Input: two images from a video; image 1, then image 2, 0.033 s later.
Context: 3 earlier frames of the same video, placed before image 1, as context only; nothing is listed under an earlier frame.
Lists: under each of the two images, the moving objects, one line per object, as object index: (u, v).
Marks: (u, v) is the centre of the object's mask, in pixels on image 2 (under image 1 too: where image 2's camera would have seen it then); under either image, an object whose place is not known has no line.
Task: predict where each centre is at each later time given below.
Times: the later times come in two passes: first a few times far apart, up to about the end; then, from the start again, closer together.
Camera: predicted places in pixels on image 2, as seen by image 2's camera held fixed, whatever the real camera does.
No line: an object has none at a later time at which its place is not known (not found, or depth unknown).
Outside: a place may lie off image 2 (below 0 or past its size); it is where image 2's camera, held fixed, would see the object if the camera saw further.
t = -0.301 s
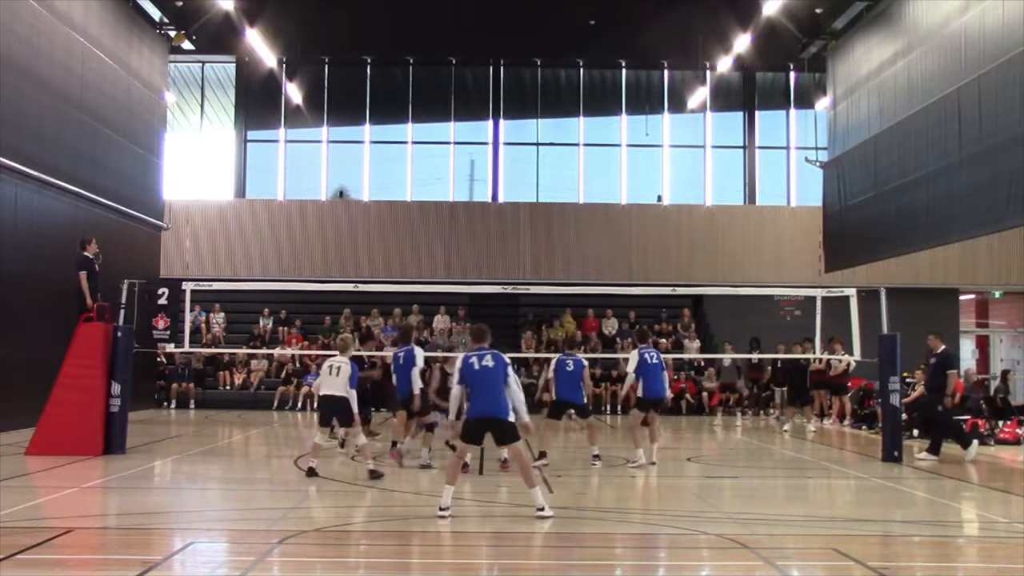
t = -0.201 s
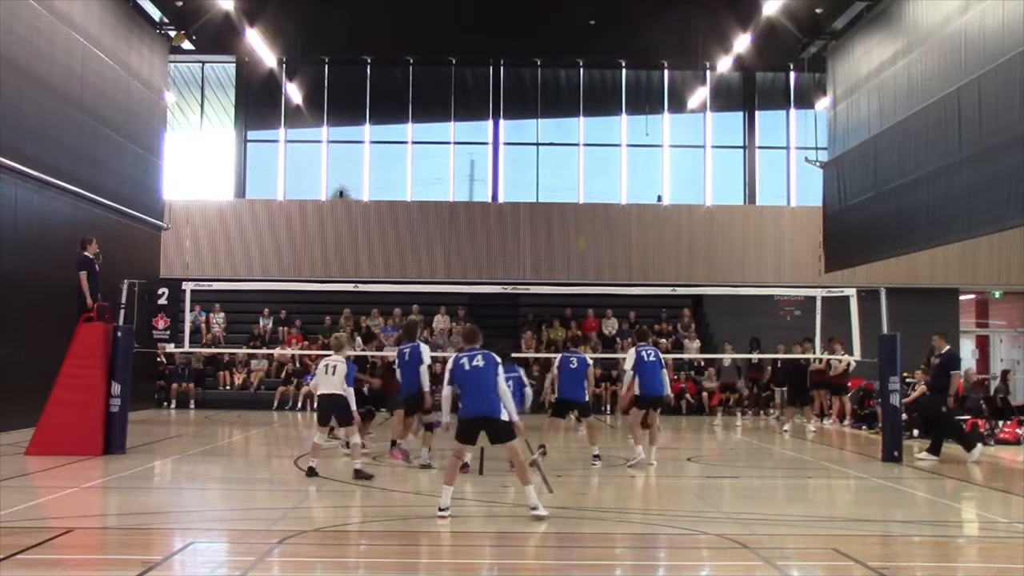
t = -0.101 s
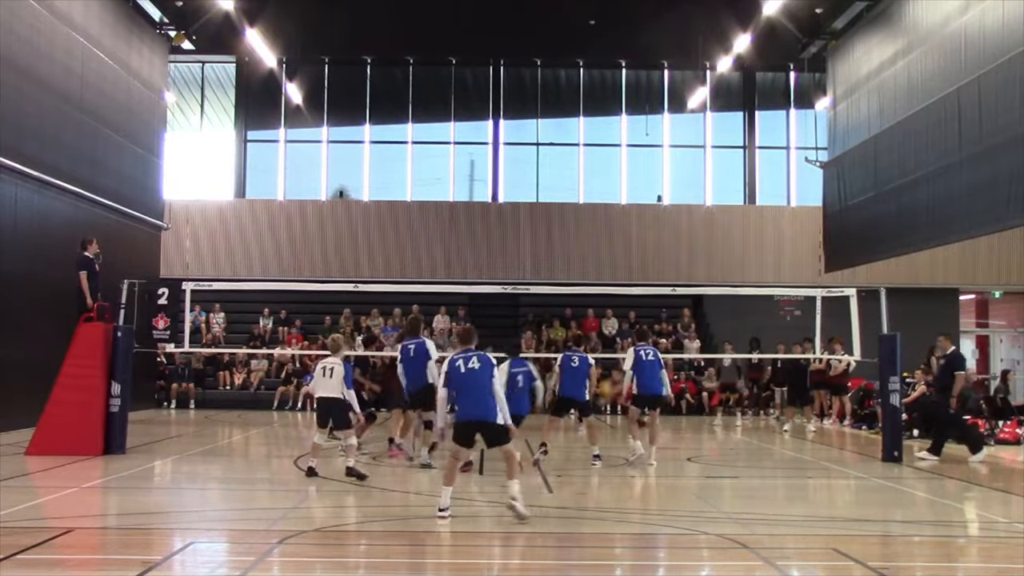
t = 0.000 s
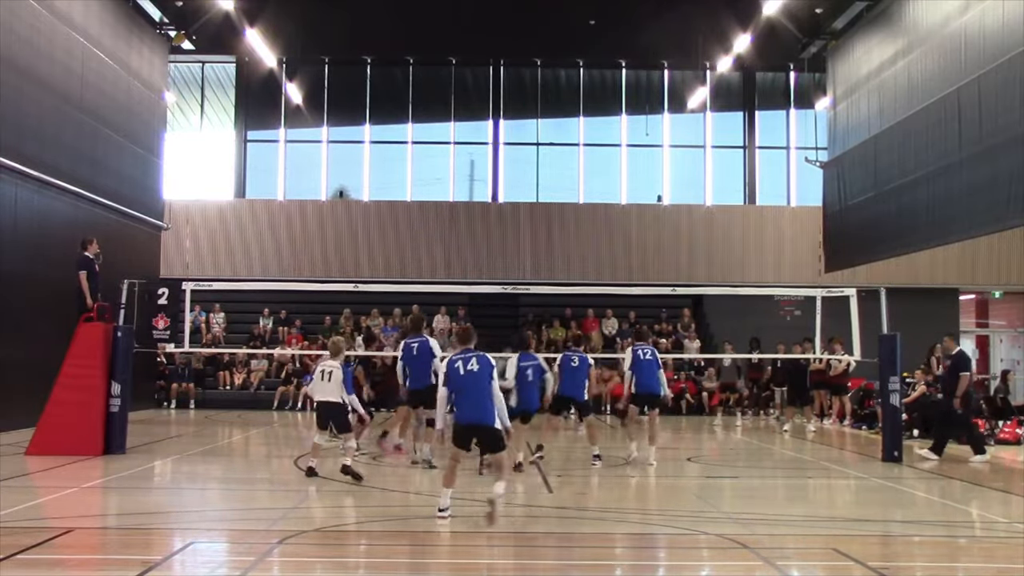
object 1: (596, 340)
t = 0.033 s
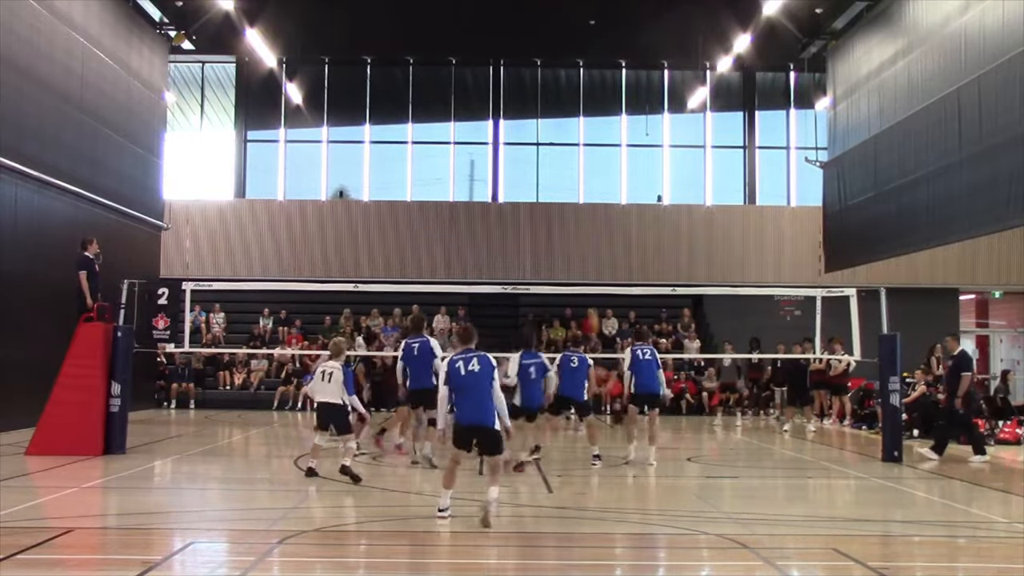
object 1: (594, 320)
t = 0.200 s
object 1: (581, 243)
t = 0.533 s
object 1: (552, 134)
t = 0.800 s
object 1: (532, 89)
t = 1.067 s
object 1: (513, 83)
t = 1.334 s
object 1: (492, 117)
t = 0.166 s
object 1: (583, 258)
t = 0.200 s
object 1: (581, 243)
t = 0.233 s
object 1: (578, 227)
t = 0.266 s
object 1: (573, 214)
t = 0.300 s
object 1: (575, 210)
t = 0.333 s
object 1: (568, 192)
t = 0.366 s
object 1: (565, 181)
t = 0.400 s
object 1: (563, 171)
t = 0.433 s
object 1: (560, 160)
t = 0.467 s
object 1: (558, 150)
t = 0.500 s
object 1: (555, 141)
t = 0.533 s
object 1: (552, 134)
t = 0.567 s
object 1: (550, 125)
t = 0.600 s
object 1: (548, 118)
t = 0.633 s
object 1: (546, 112)
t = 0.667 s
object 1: (543, 106)
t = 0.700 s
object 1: (540, 101)
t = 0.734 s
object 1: (538, 96)
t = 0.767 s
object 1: (535, 92)
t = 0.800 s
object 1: (532, 89)
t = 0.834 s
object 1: (530, 86)
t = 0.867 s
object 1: (528, 83)
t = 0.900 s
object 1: (525, 82)
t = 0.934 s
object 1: (523, 81)
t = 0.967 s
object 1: (520, 80)
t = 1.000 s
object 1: (518, 80)
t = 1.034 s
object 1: (515, 81)
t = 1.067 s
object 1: (513, 83)
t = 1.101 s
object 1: (510, 84)
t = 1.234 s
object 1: (499, 100)
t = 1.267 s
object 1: (497, 105)
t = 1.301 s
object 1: (493, 111)
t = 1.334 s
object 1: (492, 117)
